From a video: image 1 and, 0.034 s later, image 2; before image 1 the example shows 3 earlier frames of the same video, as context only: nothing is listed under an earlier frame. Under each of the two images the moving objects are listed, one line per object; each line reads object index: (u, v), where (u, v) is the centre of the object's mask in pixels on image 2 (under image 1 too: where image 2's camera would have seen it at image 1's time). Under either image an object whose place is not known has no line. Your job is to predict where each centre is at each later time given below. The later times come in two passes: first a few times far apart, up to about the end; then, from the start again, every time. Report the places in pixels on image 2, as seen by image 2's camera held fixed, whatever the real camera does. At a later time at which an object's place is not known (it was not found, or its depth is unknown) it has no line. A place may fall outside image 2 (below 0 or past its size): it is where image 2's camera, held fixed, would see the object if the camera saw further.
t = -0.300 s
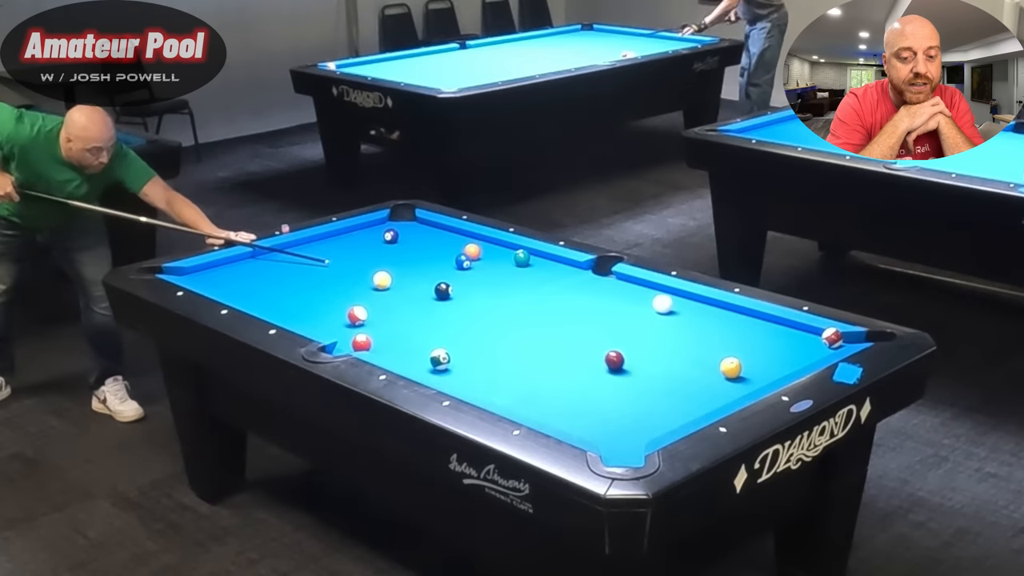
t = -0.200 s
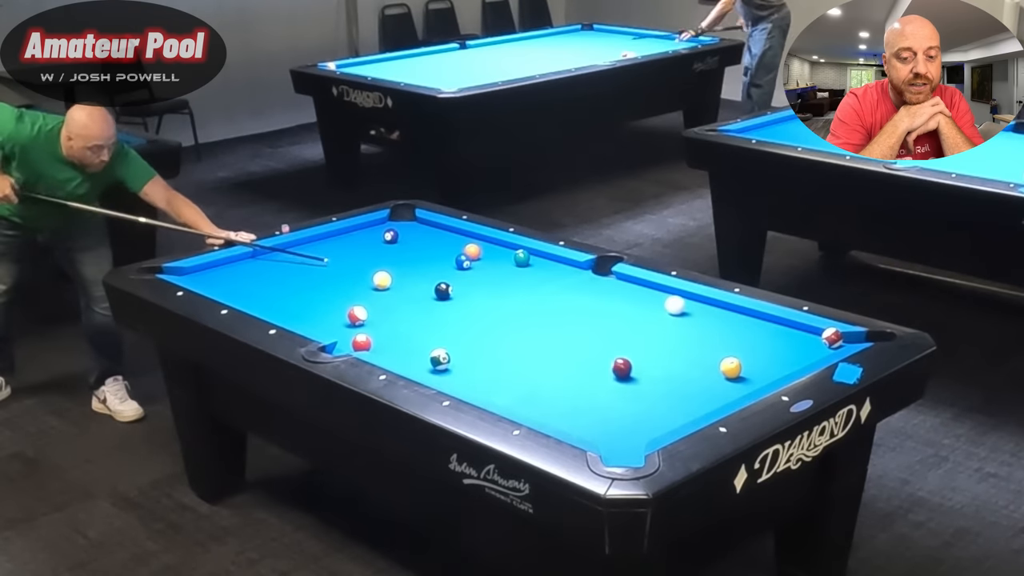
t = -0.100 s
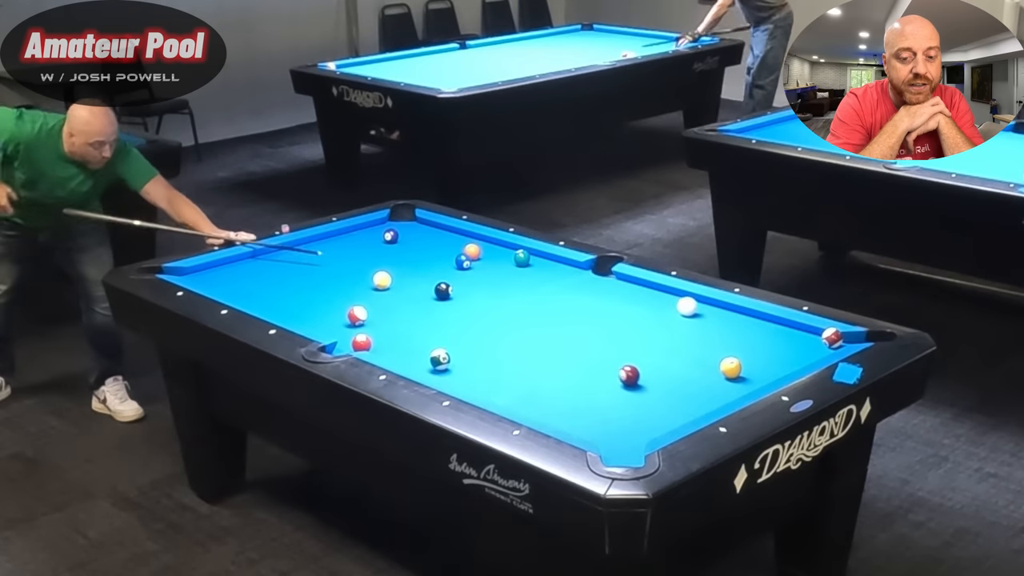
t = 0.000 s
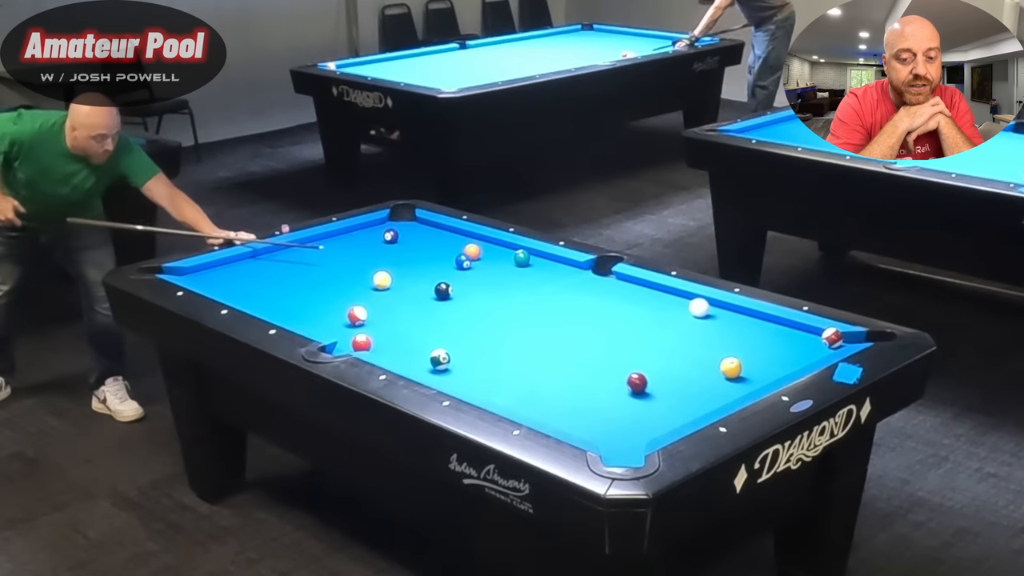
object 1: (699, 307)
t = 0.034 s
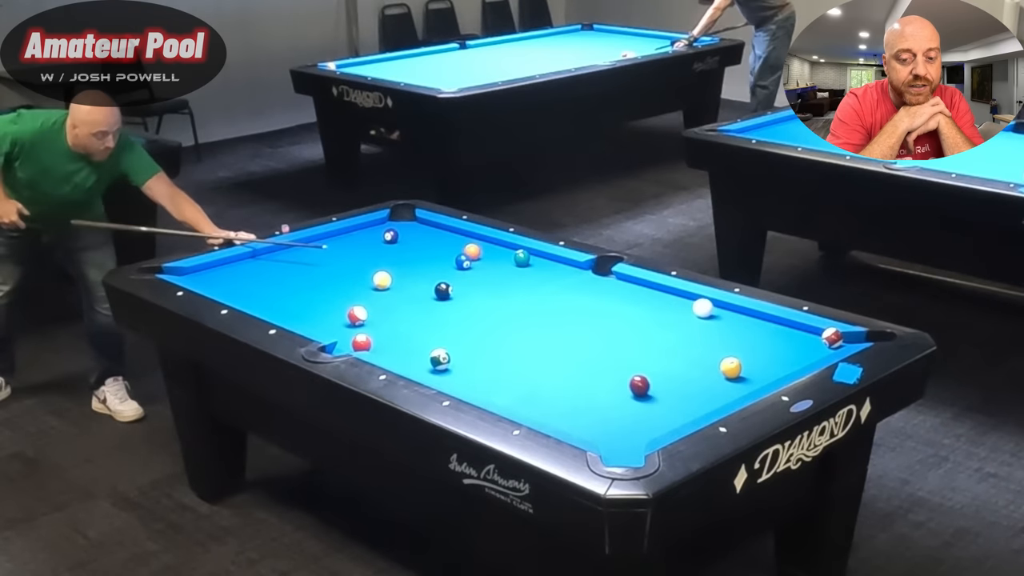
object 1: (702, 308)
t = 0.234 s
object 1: (726, 310)
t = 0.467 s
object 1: (749, 314)
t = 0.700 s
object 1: (764, 322)
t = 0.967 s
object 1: (781, 330)
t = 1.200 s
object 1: (795, 337)
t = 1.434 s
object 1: (809, 343)
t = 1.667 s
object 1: (821, 348)
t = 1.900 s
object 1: (819, 349)
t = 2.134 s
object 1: (809, 350)
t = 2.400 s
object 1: (799, 348)
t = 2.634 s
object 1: (792, 348)
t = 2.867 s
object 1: (786, 347)
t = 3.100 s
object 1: (782, 346)
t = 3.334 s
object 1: (780, 346)
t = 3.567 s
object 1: (780, 346)
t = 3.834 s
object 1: (780, 346)
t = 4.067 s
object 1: (780, 346)
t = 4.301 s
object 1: (780, 346)
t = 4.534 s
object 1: (780, 346)
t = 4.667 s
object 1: (780, 346)
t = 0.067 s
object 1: (707, 308)
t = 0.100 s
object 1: (711, 309)
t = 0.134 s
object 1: (714, 309)
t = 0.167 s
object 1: (718, 309)
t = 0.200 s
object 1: (722, 310)
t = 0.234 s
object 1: (726, 310)
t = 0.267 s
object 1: (729, 310)
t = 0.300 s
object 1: (733, 311)
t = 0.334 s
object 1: (737, 311)
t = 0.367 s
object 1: (740, 311)
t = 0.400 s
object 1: (744, 312)
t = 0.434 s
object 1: (746, 313)
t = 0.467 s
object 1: (749, 314)
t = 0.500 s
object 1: (751, 315)
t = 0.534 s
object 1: (753, 316)
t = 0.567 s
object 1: (755, 317)
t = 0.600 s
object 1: (758, 318)
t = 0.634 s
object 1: (760, 319)
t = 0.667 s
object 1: (762, 321)
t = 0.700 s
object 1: (764, 322)
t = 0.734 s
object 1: (766, 323)
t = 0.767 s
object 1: (768, 324)
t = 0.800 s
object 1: (771, 325)
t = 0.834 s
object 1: (773, 326)
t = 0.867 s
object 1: (775, 327)
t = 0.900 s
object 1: (777, 328)
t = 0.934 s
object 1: (780, 329)
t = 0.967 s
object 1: (781, 330)
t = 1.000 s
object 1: (784, 331)
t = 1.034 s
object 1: (786, 332)
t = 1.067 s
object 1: (788, 333)
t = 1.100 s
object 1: (790, 334)
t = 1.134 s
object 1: (792, 335)
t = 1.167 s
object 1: (794, 336)
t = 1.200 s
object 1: (795, 337)
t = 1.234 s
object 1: (797, 338)
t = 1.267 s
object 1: (800, 339)
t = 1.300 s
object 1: (802, 340)
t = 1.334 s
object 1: (803, 340)
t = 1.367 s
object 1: (805, 341)
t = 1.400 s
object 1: (807, 342)
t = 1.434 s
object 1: (809, 343)
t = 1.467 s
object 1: (811, 344)
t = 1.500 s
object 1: (813, 345)
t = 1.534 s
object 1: (815, 346)
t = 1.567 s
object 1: (816, 347)
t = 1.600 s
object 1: (818, 347)
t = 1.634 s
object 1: (820, 348)
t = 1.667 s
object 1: (821, 348)
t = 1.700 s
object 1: (823, 348)
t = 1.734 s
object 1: (824, 348)
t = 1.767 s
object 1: (825, 349)
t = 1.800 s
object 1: (824, 349)
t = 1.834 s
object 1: (822, 349)
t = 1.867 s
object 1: (821, 349)
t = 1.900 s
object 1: (819, 349)
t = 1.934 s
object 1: (818, 349)
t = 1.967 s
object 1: (817, 350)
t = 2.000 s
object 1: (815, 349)
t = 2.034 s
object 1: (813, 350)
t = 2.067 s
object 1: (812, 350)
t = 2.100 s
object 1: (810, 350)
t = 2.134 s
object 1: (809, 350)
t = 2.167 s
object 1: (808, 350)
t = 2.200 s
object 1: (807, 349)
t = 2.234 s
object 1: (805, 349)
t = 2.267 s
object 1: (804, 349)
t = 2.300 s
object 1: (802, 349)
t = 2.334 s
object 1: (801, 349)
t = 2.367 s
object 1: (800, 349)
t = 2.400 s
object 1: (799, 348)
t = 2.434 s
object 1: (799, 348)
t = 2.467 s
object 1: (797, 348)
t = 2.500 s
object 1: (796, 348)
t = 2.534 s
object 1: (795, 348)
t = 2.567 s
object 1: (795, 348)
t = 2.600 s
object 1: (793, 348)
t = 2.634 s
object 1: (792, 348)
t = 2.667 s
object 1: (791, 348)
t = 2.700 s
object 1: (790, 347)
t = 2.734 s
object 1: (789, 347)
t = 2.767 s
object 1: (789, 347)
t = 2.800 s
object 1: (788, 347)
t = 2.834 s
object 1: (787, 347)
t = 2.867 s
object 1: (786, 347)
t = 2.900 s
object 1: (786, 347)
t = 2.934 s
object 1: (785, 347)
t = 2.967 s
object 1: (784, 347)
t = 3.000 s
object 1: (784, 347)
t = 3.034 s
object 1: (783, 347)
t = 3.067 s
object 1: (783, 347)
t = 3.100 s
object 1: (782, 346)
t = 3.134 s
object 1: (782, 346)
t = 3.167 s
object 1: (781, 346)
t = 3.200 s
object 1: (781, 346)
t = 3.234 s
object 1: (781, 346)
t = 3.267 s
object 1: (781, 346)
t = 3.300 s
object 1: (780, 346)
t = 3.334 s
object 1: (780, 346)
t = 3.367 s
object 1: (780, 346)
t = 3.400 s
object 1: (780, 346)
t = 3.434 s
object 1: (780, 346)
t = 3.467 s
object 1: (779, 346)
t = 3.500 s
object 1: (779, 346)
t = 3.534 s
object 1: (780, 346)
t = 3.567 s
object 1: (780, 346)
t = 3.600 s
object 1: (779, 346)
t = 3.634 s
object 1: (780, 346)
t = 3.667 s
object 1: (780, 346)
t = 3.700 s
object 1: (780, 346)
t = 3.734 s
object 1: (780, 346)
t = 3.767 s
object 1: (780, 346)
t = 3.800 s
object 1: (780, 346)
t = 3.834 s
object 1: (780, 346)
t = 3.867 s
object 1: (780, 346)
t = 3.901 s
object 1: (780, 346)
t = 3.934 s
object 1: (780, 346)
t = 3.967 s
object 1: (780, 346)
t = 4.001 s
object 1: (780, 346)
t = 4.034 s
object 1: (780, 346)
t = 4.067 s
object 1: (780, 346)
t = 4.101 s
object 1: (780, 346)
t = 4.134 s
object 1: (780, 346)
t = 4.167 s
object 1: (780, 346)
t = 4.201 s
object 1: (780, 346)
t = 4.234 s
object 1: (780, 346)
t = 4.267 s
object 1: (780, 346)
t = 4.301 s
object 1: (780, 346)
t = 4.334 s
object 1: (780, 346)
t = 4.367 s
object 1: (780, 346)
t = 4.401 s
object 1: (780, 346)
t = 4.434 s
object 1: (780, 346)
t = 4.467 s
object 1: (780, 346)
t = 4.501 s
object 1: (780, 346)
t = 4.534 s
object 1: (780, 346)
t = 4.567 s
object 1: (780, 346)
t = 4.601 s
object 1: (780, 346)
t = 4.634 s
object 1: (780, 346)
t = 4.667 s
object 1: (780, 346)
